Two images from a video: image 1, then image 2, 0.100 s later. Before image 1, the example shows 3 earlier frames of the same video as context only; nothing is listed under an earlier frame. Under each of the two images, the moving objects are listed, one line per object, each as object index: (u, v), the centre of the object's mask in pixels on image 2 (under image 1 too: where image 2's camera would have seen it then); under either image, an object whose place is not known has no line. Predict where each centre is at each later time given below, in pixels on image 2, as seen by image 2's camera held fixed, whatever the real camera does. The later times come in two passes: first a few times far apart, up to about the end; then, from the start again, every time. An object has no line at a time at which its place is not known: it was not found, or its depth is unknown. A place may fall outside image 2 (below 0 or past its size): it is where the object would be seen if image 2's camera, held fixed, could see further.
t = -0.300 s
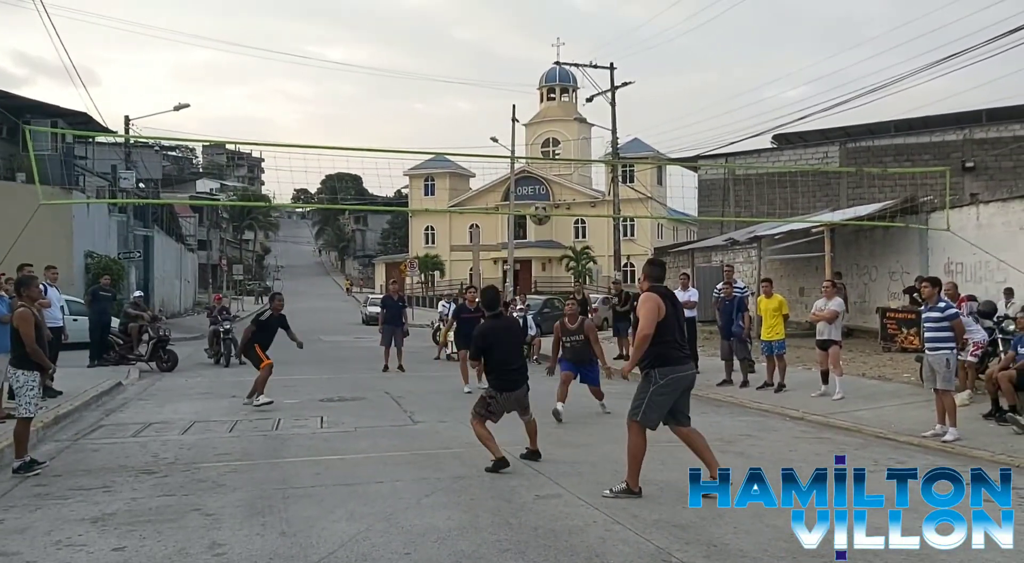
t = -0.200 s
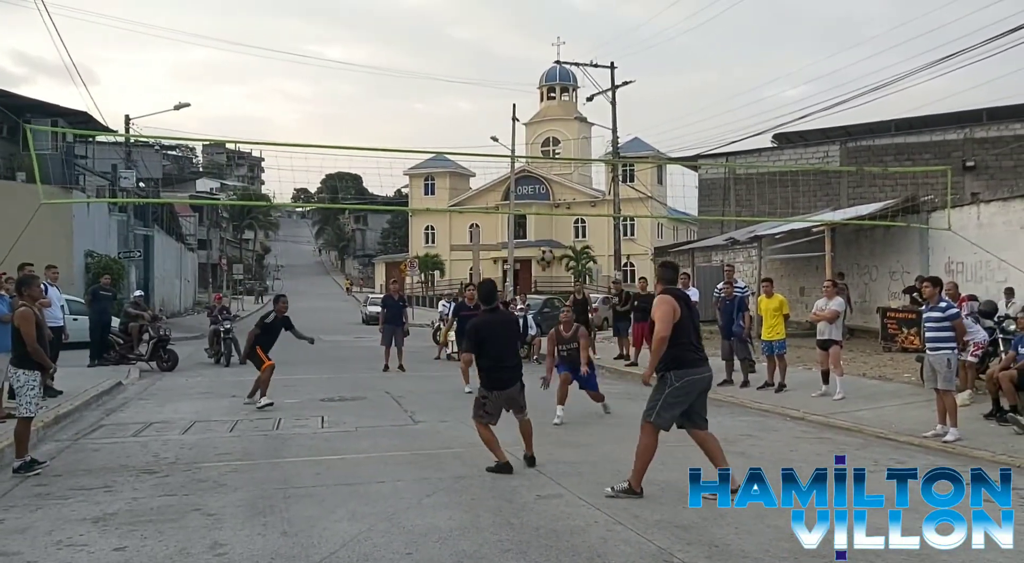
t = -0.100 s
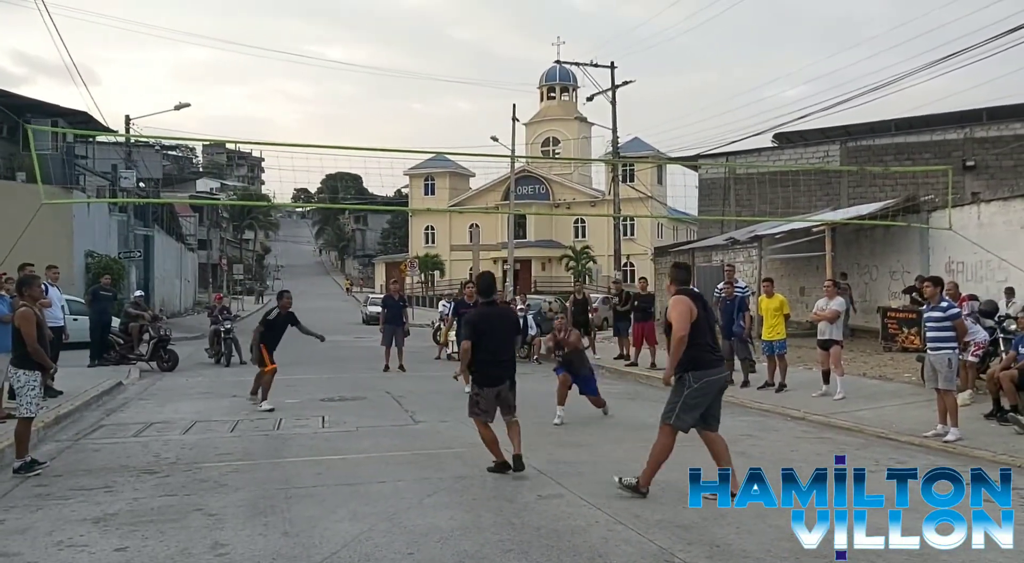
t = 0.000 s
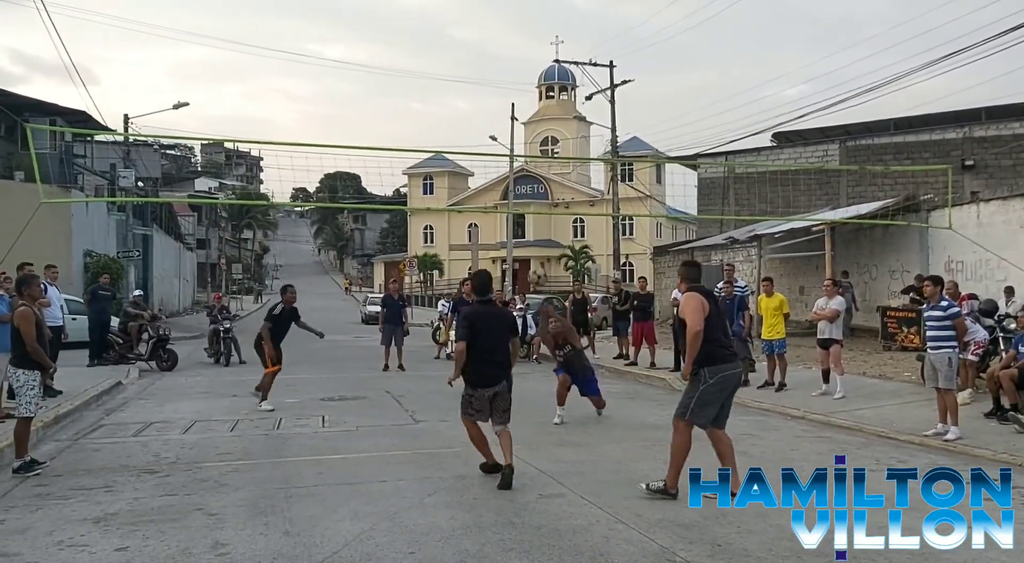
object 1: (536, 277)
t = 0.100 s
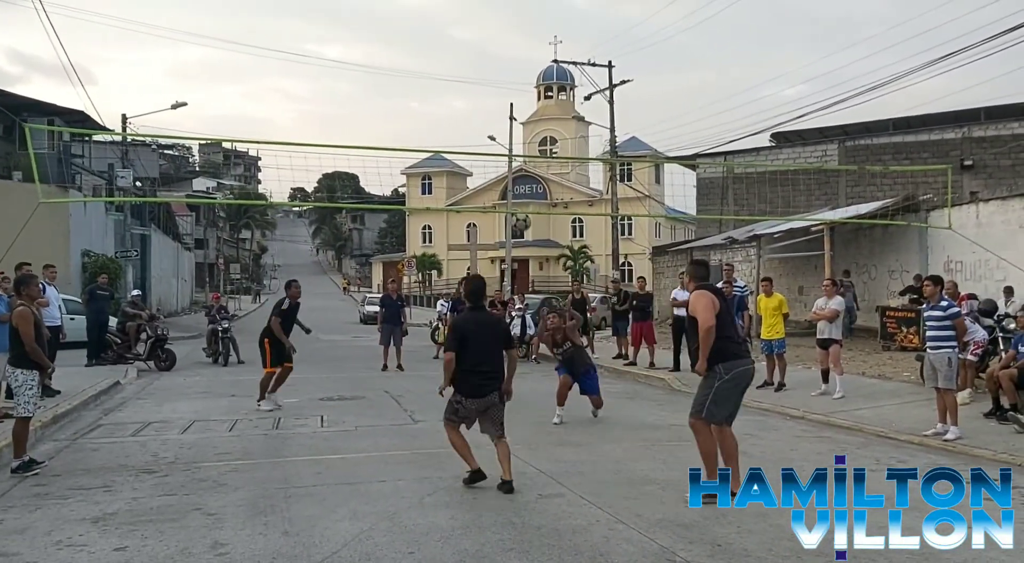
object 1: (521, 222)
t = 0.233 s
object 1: (500, 165)
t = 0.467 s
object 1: (468, 106)
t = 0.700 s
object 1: (438, 95)
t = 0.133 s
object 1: (517, 204)
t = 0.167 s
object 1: (510, 191)
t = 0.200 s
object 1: (505, 177)
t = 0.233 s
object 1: (500, 165)
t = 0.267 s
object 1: (496, 153)
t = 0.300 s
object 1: (491, 143)
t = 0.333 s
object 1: (486, 134)
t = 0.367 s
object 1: (482, 125)
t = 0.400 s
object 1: (477, 118)
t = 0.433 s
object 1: (473, 111)
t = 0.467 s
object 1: (468, 106)
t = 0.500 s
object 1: (463, 102)
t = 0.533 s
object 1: (459, 98)
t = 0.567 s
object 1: (455, 96)
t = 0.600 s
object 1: (450, 94)
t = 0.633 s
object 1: (446, 94)
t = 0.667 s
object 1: (442, 94)
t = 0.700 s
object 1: (438, 95)
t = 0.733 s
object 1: (434, 97)
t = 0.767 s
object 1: (430, 101)
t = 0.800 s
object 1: (426, 104)
